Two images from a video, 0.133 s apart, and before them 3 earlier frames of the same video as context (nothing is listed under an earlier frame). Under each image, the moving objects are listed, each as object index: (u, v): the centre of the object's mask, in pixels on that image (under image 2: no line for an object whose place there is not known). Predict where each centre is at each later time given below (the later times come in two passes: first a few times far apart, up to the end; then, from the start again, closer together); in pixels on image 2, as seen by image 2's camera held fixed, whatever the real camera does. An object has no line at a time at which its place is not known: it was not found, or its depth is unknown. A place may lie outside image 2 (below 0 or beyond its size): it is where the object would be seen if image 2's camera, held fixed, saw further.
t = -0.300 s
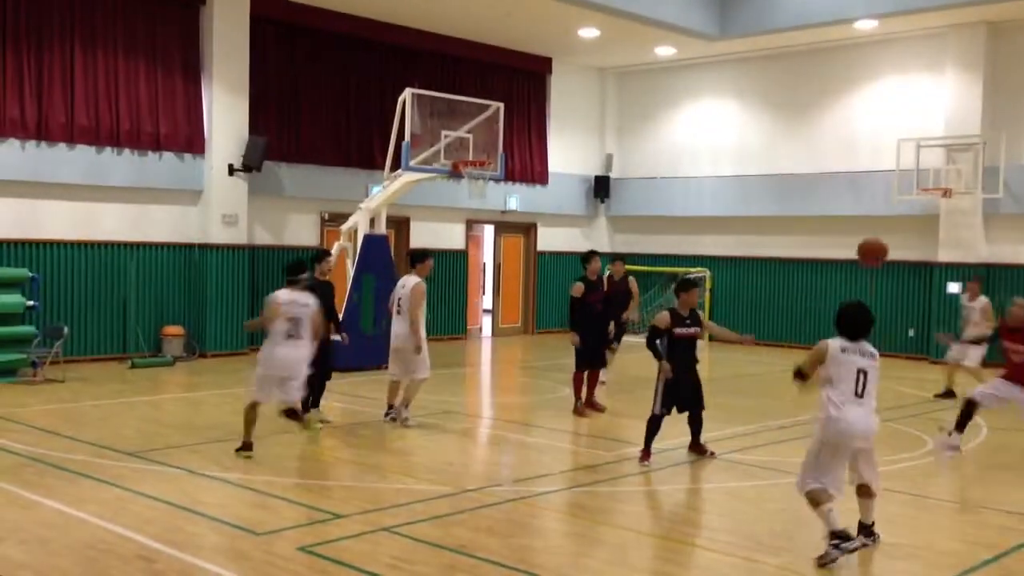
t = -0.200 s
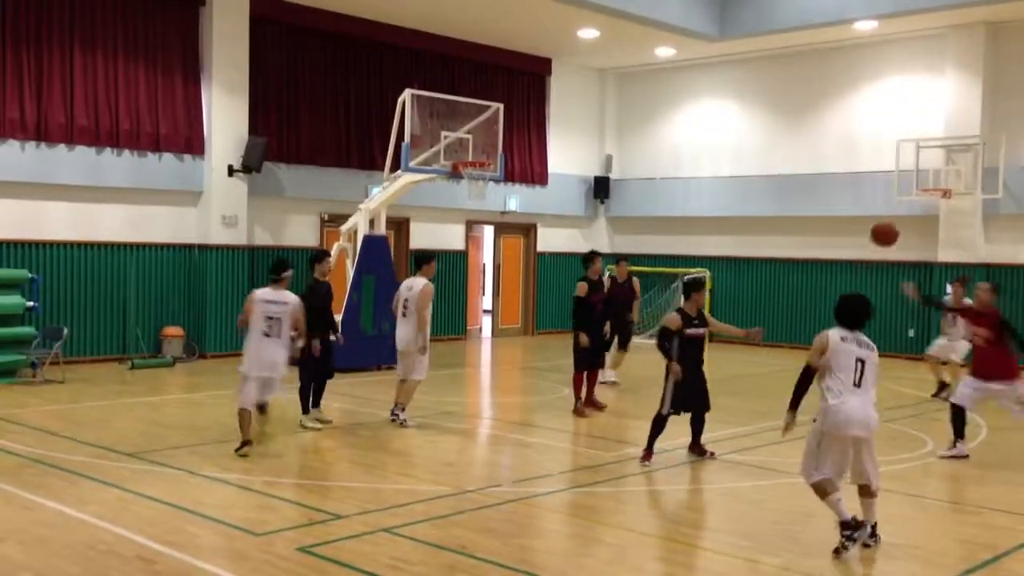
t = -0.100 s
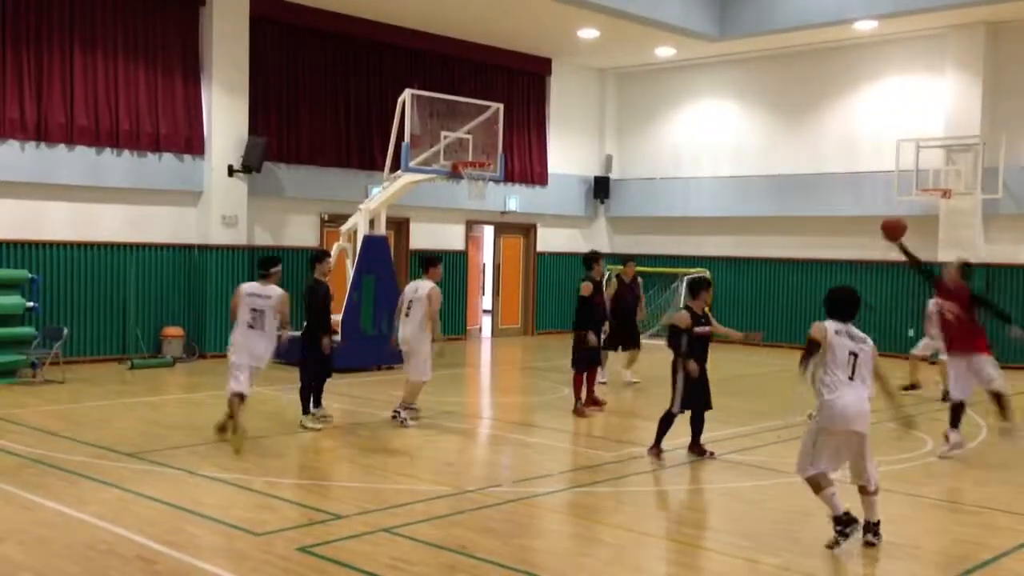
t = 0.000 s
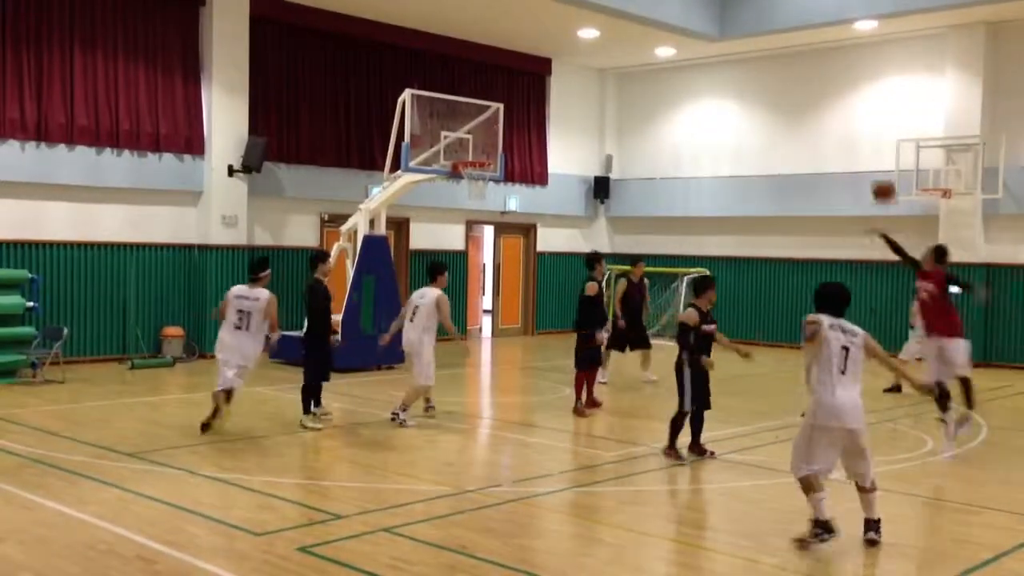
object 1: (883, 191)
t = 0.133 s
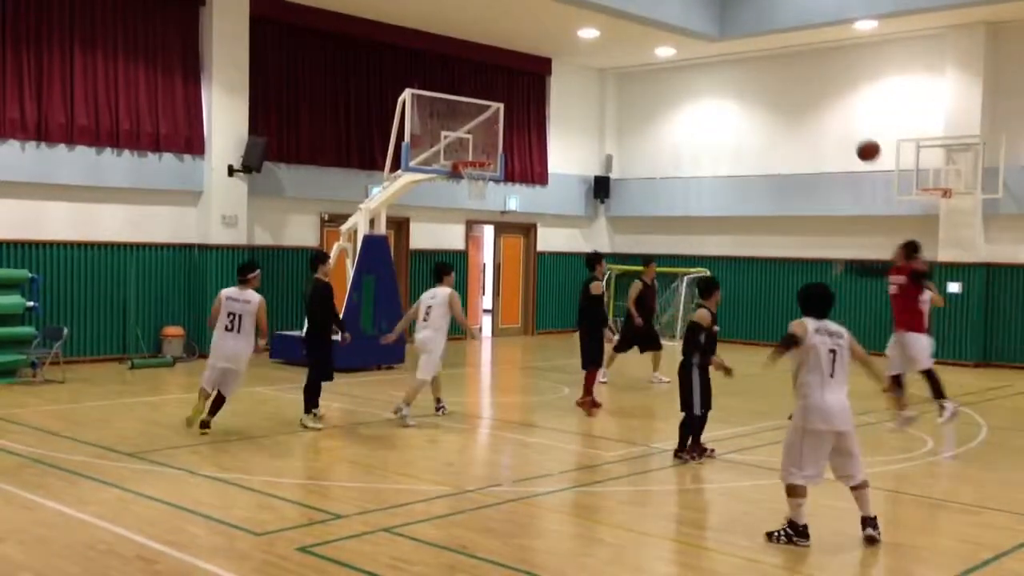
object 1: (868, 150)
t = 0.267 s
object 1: (853, 129)
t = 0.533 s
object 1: (823, 136)
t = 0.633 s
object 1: (812, 153)
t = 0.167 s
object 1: (864, 144)
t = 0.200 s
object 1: (860, 138)
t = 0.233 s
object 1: (856, 133)
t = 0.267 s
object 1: (853, 129)
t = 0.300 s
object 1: (848, 127)
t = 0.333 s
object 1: (845, 125)
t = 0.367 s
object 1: (841, 125)
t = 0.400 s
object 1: (837, 125)
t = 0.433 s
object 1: (834, 126)
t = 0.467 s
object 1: (830, 128)
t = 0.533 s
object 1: (823, 136)
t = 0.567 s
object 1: (819, 141)
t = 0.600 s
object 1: (816, 146)
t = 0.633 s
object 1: (812, 153)
